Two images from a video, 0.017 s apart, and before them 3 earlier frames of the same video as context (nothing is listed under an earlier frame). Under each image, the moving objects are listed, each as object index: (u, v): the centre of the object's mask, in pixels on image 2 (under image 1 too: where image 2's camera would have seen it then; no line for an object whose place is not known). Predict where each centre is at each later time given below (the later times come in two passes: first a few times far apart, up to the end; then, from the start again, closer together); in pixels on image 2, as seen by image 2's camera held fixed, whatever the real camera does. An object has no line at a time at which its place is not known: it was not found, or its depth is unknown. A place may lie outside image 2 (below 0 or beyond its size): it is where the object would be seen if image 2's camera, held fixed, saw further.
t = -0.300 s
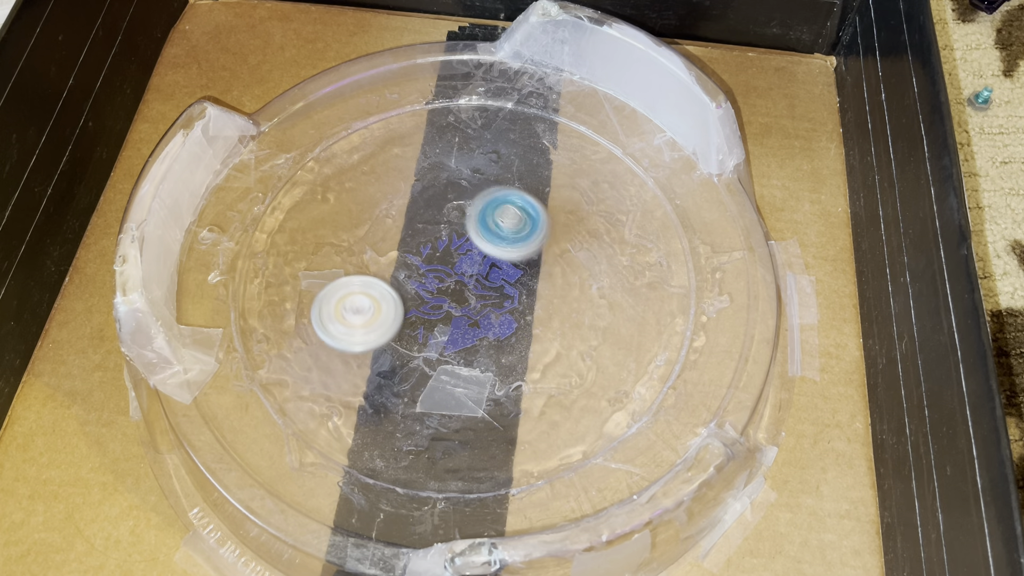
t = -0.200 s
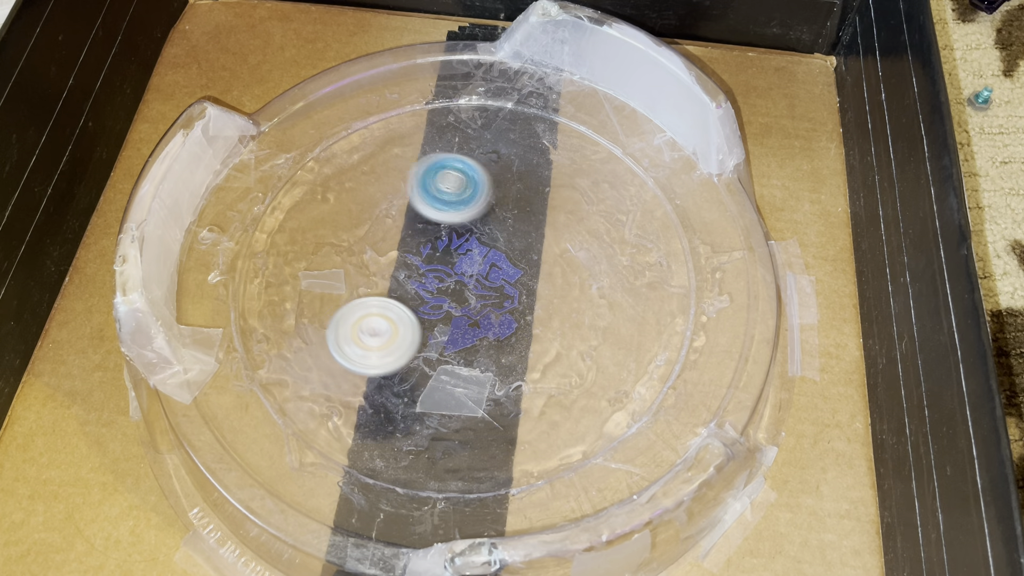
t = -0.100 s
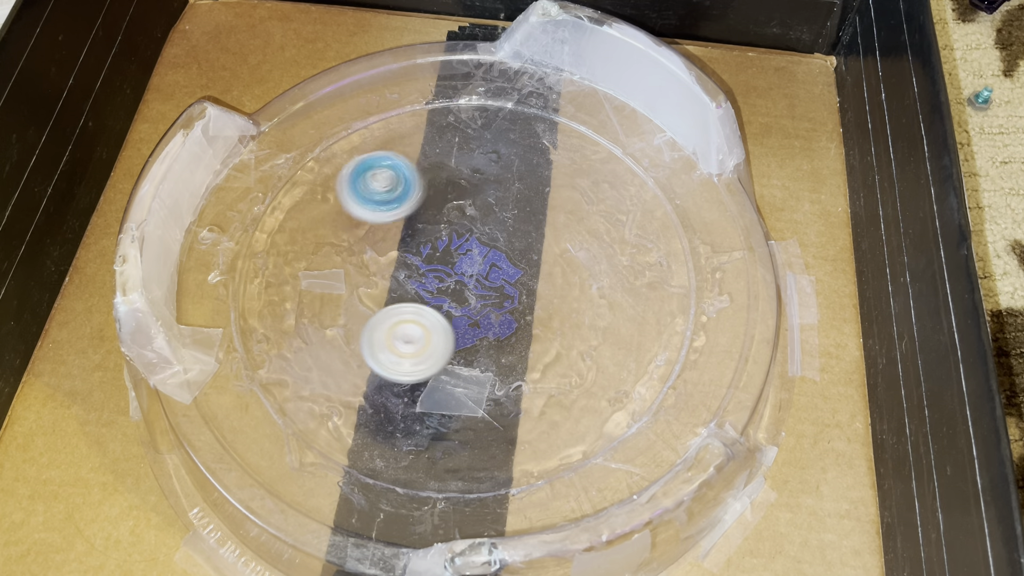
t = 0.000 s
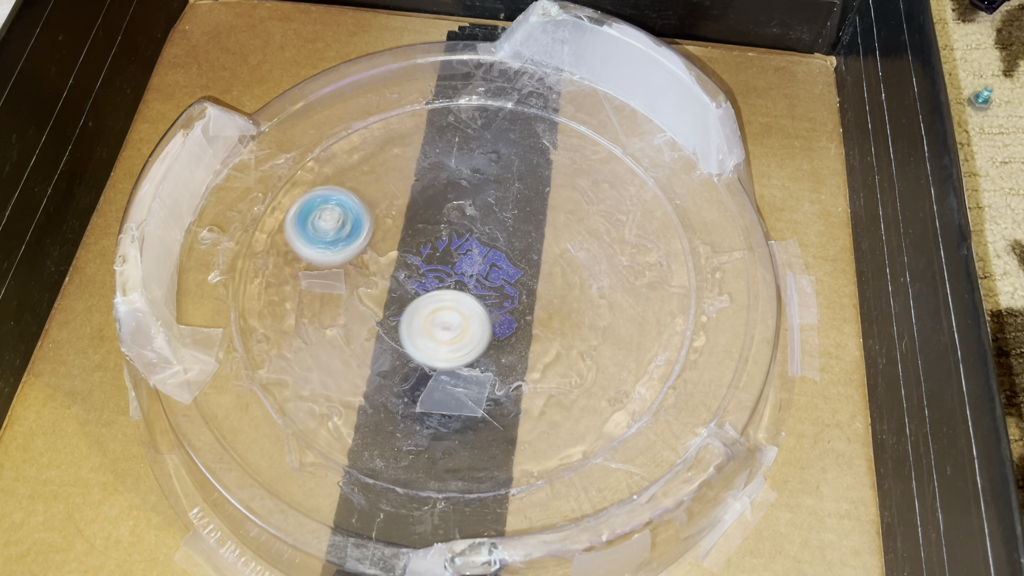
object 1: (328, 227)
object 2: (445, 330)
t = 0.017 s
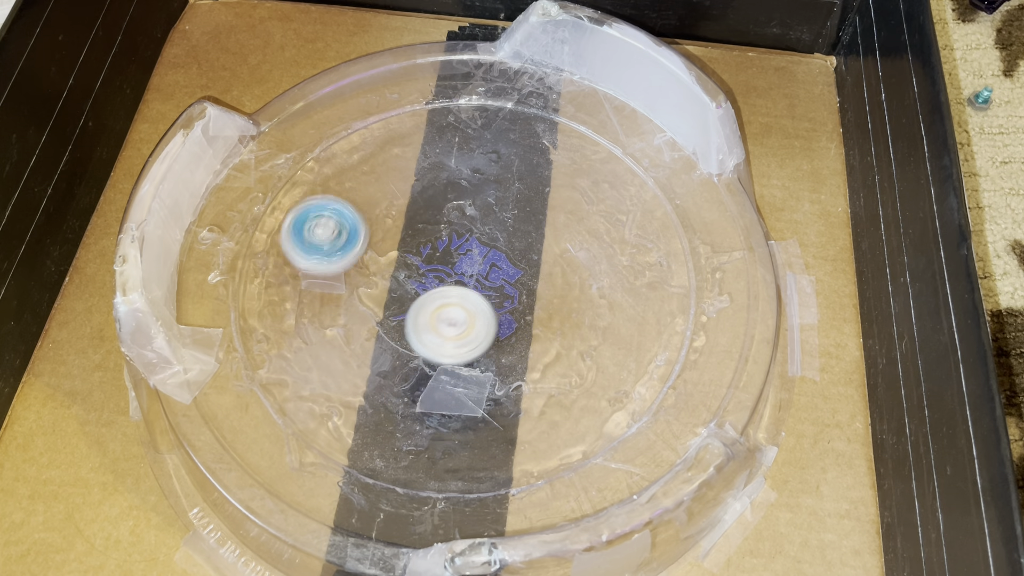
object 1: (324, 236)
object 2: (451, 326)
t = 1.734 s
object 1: (439, 294)
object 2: (514, 220)
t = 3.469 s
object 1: (440, 309)
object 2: (378, 157)
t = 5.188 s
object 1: (549, 253)
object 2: (528, 366)
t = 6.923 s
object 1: (496, 277)
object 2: (441, 326)
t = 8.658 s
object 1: (504, 277)
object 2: (579, 262)
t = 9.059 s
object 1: (516, 255)
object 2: (583, 341)
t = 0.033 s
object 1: (321, 246)
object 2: (456, 322)
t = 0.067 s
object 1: (321, 268)
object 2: (465, 312)
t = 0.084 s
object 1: (323, 278)
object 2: (469, 306)
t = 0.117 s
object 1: (334, 298)
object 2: (476, 295)
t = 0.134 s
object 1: (341, 307)
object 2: (478, 289)
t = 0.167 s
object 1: (362, 324)
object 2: (482, 278)
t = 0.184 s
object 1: (373, 330)
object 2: (483, 272)
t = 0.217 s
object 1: (399, 340)
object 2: (485, 260)
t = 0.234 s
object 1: (412, 342)
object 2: (485, 255)
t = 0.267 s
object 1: (440, 343)
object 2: (483, 244)
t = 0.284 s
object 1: (454, 343)
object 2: (482, 239)
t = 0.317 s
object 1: (481, 336)
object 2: (479, 229)
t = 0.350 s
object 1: (504, 326)
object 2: (475, 219)
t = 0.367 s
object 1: (514, 319)
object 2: (473, 215)
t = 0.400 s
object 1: (533, 304)
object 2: (468, 207)
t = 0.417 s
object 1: (541, 295)
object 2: (465, 204)
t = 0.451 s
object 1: (553, 276)
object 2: (459, 197)
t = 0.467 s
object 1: (557, 266)
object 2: (455, 195)
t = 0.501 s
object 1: (563, 246)
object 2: (448, 190)
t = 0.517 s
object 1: (564, 236)
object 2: (445, 188)
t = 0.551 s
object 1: (560, 216)
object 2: (437, 186)
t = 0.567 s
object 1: (557, 207)
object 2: (434, 186)
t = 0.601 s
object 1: (547, 190)
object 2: (426, 186)
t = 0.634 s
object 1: (532, 177)
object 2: (419, 189)
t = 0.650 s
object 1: (523, 172)
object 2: (416, 190)
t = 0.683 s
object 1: (505, 165)
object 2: (411, 195)
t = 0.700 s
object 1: (494, 163)
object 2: (409, 198)
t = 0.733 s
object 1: (473, 164)
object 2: (406, 205)
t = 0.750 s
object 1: (464, 165)
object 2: (405, 209)
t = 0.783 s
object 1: (447, 170)
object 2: (405, 217)
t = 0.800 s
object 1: (439, 174)
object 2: (405, 222)
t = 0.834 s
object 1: (426, 181)
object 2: (393, 250)
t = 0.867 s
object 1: (419, 188)
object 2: (382, 281)
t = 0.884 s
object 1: (415, 193)
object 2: (378, 294)
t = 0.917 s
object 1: (408, 208)
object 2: (375, 320)
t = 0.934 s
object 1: (407, 217)
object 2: (376, 331)
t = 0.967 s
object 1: (410, 236)
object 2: (383, 350)
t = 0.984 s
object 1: (413, 245)
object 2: (388, 358)
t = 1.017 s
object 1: (423, 261)
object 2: (404, 369)
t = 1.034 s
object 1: (431, 268)
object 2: (414, 373)
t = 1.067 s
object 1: (447, 281)
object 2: (435, 379)
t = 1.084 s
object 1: (456, 287)
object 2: (447, 382)
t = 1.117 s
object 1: (475, 294)
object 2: (471, 385)
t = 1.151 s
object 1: (495, 297)
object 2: (494, 385)
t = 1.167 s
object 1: (505, 297)
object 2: (506, 384)
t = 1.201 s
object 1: (525, 295)
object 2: (527, 379)
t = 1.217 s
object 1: (535, 293)
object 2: (537, 375)
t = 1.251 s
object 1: (553, 286)
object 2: (554, 368)
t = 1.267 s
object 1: (561, 281)
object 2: (561, 364)
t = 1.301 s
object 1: (574, 268)
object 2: (574, 354)
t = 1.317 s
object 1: (579, 261)
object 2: (580, 349)
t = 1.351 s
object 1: (585, 246)
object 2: (589, 337)
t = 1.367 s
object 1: (585, 238)
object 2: (593, 331)
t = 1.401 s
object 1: (580, 223)
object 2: (598, 318)
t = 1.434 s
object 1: (567, 211)
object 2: (600, 305)
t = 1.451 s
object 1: (560, 207)
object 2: (601, 298)
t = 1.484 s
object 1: (541, 203)
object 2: (599, 285)
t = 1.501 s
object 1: (532, 204)
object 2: (596, 278)
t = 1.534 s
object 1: (512, 208)
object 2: (590, 266)
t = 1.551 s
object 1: (504, 211)
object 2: (586, 260)
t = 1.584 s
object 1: (486, 221)
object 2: (576, 249)
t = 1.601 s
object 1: (478, 227)
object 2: (570, 244)
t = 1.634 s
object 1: (464, 241)
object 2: (557, 236)
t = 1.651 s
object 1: (457, 250)
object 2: (550, 232)
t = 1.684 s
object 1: (447, 267)
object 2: (536, 227)
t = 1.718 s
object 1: (440, 285)
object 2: (521, 222)
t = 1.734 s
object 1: (439, 294)
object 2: (514, 220)
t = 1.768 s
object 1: (438, 312)
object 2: (499, 218)
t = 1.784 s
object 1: (438, 322)
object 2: (491, 218)
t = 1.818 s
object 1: (443, 338)
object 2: (476, 218)
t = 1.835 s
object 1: (446, 346)
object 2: (468, 218)
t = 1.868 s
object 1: (457, 361)
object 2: (454, 220)
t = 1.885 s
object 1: (464, 367)
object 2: (447, 221)
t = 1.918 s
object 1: (479, 377)
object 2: (434, 224)
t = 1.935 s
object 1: (488, 380)
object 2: (427, 226)
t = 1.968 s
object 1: (507, 382)
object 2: (415, 230)
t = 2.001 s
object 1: (527, 379)
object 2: (403, 235)
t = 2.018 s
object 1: (536, 375)
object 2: (398, 238)
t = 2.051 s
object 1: (551, 363)
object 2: (388, 245)
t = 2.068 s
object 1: (556, 356)
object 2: (383, 248)
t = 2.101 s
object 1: (561, 338)
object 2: (374, 255)
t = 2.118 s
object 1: (561, 329)
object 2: (371, 259)
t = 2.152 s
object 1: (556, 312)
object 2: (364, 267)
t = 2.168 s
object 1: (552, 304)
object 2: (362, 271)
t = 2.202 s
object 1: (540, 290)
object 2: (358, 280)
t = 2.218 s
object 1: (532, 283)
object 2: (357, 284)
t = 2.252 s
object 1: (516, 273)
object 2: (356, 293)
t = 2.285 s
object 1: (497, 265)
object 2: (358, 301)
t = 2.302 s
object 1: (488, 262)
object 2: (360, 305)
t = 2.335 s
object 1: (467, 257)
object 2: (366, 313)
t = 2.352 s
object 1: (457, 256)
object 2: (369, 316)
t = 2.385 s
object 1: (436, 256)
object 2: (378, 322)
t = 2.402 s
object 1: (425, 256)
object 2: (383, 325)
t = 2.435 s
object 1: (406, 258)
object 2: (394, 328)
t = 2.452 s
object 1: (396, 260)
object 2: (400, 329)
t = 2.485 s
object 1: (377, 268)
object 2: (412, 329)
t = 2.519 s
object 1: (361, 279)
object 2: (425, 328)
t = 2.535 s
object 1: (355, 285)
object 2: (431, 326)
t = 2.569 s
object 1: (344, 298)
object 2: (443, 321)
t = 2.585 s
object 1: (341, 305)
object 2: (449, 319)
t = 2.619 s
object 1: (339, 321)
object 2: (460, 312)
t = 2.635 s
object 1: (340, 329)
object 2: (465, 308)
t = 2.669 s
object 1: (348, 344)
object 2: (473, 300)
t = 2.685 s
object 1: (355, 351)
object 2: (477, 295)
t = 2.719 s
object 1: (371, 360)
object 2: (484, 286)
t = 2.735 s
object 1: (381, 364)
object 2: (487, 281)
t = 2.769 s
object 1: (402, 365)
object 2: (491, 271)
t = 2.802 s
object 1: (424, 361)
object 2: (494, 261)
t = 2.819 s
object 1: (433, 357)
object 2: (495, 256)
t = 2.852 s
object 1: (453, 347)
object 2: (496, 246)
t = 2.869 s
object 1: (461, 340)
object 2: (496, 242)
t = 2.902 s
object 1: (474, 326)
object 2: (495, 233)
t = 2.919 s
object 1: (480, 317)
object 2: (494, 228)
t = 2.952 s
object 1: (488, 300)
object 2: (491, 220)
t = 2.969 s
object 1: (491, 291)
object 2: (490, 216)
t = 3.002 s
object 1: (494, 276)
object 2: (486, 208)
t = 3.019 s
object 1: (494, 273)
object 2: (485, 195)
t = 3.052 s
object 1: (493, 273)
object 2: (483, 164)
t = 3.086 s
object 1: (490, 266)
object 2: (480, 140)
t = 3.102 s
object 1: (488, 262)
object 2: (477, 131)
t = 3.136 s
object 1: (480, 253)
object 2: (471, 119)
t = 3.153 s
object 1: (474, 250)
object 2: (467, 115)
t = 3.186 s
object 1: (463, 245)
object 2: (456, 111)
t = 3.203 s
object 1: (456, 244)
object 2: (451, 110)
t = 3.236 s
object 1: (443, 245)
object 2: (439, 109)
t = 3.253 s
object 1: (437, 247)
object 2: (434, 109)
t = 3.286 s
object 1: (427, 253)
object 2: (422, 111)
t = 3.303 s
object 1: (422, 258)
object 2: (417, 113)
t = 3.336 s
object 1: (416, 269)
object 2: (407, 117)
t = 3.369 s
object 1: (415, 280)
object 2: (398, 123)
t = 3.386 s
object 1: (417, 286)
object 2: (393, 127)
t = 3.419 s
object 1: (423, 297)
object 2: (386, 137)
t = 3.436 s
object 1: (428, 302)
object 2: (383, 143)
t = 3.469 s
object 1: (440, 309)
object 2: (378, 157)
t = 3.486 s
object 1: (446, 311)
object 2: (376, 164)
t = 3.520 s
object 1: (461, 312)
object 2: (375, 180)
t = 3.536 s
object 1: (469, 311)
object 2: (375, 189)
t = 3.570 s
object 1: (483, 307)
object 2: (378, 205)
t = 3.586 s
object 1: (489, 303)
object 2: (380, 213)
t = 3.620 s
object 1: (499, 294)
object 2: (386, 230)
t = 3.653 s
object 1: (505, 282)
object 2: (395, 245)
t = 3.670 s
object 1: (507, 276)
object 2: (399, 252)
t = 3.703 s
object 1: (507, 264)
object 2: (410, 265)
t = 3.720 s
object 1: (505, 258)
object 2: (415, 270)
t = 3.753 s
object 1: (499, 248)
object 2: (426, 281)
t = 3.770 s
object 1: (495, 242)
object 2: (432, 285)
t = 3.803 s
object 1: (483, 235)
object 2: (443, 294)
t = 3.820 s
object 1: (475, 233)
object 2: (449, 297)
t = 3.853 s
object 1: (460, 233)
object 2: (461, 304)
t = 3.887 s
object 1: (446, 238)
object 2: (473, 310)
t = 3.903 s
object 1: (441, 241)
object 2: (479, 312)
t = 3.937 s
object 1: (429, 249)
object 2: (491, 316)
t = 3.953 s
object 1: (425, 254)
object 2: (497, 318)
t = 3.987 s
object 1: (419, 267)
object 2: (509, 321)
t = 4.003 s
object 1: (418, 273)
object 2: (515, 322)
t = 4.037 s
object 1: (419, 287)
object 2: (526, 323)
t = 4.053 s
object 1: (421, 293)
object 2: (532, 324)
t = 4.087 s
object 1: (428, 304)
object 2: (543, 323)
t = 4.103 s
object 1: (433, 310)
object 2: (548, 323)
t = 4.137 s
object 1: (443, 318)
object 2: (559, 322)
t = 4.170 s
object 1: (456, 323)
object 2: (568, 319)
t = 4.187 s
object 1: (463, 324)
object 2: (572, 318)
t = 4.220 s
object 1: (479, 324)
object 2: (579, 314)
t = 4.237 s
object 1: (486, 323)
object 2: (582, 312)
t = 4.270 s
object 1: (499, 317)
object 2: (587, 307)
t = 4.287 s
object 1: (505, 313)
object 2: (589, 305)
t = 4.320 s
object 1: (513, 304)
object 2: (590, 299)
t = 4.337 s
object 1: (515, 297)
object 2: (590, 296)
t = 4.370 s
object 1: (518, 284)
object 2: (588, 290)
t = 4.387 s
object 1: (518, 277)
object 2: (586, 287)
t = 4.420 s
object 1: (515, 263)
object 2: (580, 281)
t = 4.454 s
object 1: (509, 252)
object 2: (571, 276)
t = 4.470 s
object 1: (505, 247)
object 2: (567, 274)
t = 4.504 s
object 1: (494, 239)
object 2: (555, 270)
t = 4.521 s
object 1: (488, 237)
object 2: (549, 269)
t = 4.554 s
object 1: (473, 234)
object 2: (536, 267)
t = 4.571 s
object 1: (466, 234)
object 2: (529, 266)
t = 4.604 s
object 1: (451, 236)
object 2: (515, 266)
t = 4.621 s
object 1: (443, 237)
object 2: (508, 266)
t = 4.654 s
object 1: (429, 243)
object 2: (495, 267)
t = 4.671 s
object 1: (423, 247)
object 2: (491, 269)
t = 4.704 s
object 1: (412, 257)
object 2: (482, 276)
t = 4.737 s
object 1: (405, 268)
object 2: (477, 282)
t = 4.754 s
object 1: (404, 275)
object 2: (475, 289)
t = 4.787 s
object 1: (407, 285)
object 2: (472, 300)
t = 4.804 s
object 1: (410, 288)
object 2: (471, 309)
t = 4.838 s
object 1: (419, 293)
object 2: (470, 327)
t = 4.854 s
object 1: (426, 295)
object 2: (471, 335)
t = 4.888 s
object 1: (444, 298)
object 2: (471, 347)
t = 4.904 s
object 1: (453, 298)
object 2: (472, 351)
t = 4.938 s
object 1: (473, 300)
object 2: (476, 357)
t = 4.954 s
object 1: (483, 300)
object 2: (480, 359)
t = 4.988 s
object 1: (499, 301)
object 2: (486, 364)
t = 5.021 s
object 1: (513, 299)
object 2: (494, 367)
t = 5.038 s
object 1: (519, 298)
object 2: (498, 369)
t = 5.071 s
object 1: (531, 292)
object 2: (506, 370)
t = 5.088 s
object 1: (536, 287)
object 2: (509, 371)
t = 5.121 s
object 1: (544, 277)
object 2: (517, 371)
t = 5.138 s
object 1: (547, 271)
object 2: (520, 370)
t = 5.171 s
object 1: (549, 259)
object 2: (526, 367)
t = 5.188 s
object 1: (549, 253)
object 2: (528, 366)
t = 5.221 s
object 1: (545, 242)
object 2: (532, 361)
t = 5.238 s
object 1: (541, 237)
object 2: (534, 358)
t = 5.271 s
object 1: (531, 230)
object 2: (534, 351)
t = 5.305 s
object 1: (519, 225)
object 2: (533, 342)
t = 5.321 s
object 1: (512, 224)
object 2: (532, 338)
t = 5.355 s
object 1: (498, 224)
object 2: (528, 329)
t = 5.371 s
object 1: (491, 225)
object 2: (526, 324)
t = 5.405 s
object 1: (477, 230)
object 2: (519, 315)
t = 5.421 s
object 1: (470, 233)
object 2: (515, 311)
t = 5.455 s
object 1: (457, 241)
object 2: (506, 302)
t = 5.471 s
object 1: (451, 244)
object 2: (502, 298)
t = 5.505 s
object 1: (437, 253)
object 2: (492, 290)
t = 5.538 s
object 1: (429, 259)
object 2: (487, 288)
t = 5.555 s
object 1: (425, 264)
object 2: (485, 291)
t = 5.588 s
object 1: (424, 272)
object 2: (481, 295)
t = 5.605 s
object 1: (425, 276)
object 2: (481, 297)
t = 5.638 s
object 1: (432, 282)
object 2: (489, 314)
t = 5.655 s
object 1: (438, 284)
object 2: (492, 324)
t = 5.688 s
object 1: (451, 287)
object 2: (492, 337)
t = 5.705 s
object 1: (458, 288)
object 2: (492, 343)
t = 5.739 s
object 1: (472, 289)
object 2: (494, 350)
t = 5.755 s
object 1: (480, 289)
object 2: (496, 352)
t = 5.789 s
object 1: (494, 288)
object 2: (501, 355)
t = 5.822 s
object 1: (506, 286)
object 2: (507, 357)
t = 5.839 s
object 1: (511, 285)
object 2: (509, 357)
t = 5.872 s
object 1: (522, 280)
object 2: (515, 356)
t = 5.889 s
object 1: (526, 277)
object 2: (517, 356)
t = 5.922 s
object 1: (533, 269)
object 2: (522, 353)
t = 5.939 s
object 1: (535, 265)
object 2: (523, 351)
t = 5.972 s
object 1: (538, 256)
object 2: (525, 346)
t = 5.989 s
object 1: (537, 252)
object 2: (525, 343)
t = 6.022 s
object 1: (534, 244)
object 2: (524, 336)
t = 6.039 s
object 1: (531, 241)
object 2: (523, 333)
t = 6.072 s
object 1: (522, 236)
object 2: (520, 326)
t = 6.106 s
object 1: (512, 234)
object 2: (515, 318)
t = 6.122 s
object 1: (507, 234)
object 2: (511, 314)
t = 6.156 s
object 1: (496, 236)
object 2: (505, 306)
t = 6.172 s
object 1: (491, 238)
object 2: (501, 303)
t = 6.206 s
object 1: (479, 239)
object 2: (491, 297)
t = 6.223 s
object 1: (477, 238)
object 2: (485, 299)
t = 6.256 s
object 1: (475, 242)
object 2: (469, 314)
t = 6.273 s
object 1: (474, 246)
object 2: (462, 324)
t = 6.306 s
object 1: (471, 249)
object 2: (443, 346)
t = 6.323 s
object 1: (470, 251)
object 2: (433, 354)
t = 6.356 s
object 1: (469, 255)
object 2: (417, 368)
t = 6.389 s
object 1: (468, 260)
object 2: (405, 377)
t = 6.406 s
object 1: (468, 263)
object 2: (402, 380)
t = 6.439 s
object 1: (468, 269)
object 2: (399, 384)
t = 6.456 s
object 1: (468, 272)
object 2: (399, 387)
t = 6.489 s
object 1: (470, 278)
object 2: (400, 390)
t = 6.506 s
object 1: (472, 280)
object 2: (402, 392)
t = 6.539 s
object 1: (476, 286)
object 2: (405, 394)
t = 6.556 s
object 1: (478, 288)
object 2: (407, 395)
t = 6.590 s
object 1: (484, 292)
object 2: (411, 397)
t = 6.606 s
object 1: (487, 293)
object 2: (413, 397)
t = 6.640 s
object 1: (492, 295)
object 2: (417, 397)
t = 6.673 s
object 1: (497, 295)
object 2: (421, 395)
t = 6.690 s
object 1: (499, 295)
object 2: (423, 393)
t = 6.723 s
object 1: (503, 294)
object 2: (427, 388)
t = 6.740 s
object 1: (504, 294)
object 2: (429, 385)
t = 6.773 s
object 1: (506, 292)
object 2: (432, 376)
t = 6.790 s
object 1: (507, 290)
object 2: (434, 371)
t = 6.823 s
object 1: (506, 287)
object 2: (437, 361)
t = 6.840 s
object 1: (506, 285)
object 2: (438, 355)
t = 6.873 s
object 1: (503, 282)
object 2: (440, 344)
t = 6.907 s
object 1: (498, 279)
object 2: (441, 332)
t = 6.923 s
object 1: (496, 277)
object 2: (441, 326)
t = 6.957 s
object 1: (493, 274)
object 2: (440, 314)
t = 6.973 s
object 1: (492, 276)
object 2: (436, 302)
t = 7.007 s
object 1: (484, 288)
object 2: (413, 290)
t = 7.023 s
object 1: (479, 290)
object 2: (398, 288)
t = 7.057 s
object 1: (474, 297)
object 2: (372, 291)
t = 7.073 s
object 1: (471, 301)
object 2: (360, 287)
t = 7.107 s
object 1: (466, 310)
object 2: (340, 281)
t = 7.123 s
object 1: (464, 314)
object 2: (332, 280)
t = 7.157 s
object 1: (459, 322)
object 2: (323, 275)
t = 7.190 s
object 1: (454, 329)
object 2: (318, 271)
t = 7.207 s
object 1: (451, 333)
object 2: (318, 270)
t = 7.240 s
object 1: (447, 340)
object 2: (316, 269)
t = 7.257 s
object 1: (445, 344)
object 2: (316, 269)
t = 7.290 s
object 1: (442, 350)
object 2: (316, 269)
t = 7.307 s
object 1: (440, 354)
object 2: (317, 269)
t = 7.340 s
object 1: (440, 359)
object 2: (319, 269)
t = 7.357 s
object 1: (440, 361)
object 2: (320, 269)
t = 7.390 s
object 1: (442, 363)
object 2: (323, 268)
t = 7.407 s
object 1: (443, 363)
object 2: (325, 267)
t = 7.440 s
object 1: (444, 361)
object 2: (331, 263)
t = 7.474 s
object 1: (446, 358)
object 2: (337, 259)
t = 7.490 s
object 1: (447, 356)
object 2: (340, 256)
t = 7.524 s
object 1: (447, 349)
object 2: (348, 251)
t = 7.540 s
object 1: (448, 346)
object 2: (351, 248)
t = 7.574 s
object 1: (447, 338)
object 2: (359, 243)
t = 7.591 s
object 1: (447, 333)
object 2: (364, 241)
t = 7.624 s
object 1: (446, 325)
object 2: (373, 236)
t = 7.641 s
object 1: (445, 321)
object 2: (377, 233)
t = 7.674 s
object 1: (444, 312)
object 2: (387, 228)
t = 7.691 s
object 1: (442, 308)
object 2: (392, 226)
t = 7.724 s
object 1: (441, 299)
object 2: (401, 221)
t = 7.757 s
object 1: (440, 291)
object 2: (411, 217)
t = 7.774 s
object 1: (439, 287)
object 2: (416, 213)
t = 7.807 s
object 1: (438, 279)
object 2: (424, 203)
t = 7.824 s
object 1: (437, 275)
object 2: (429, 199)
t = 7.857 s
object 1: (436, 267)
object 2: (438, 192)
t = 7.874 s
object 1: (435, 264)
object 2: (442, 188)
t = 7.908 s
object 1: (433, 256)
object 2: (449, 183)
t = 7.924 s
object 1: (432, 253)
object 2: (453, 181)
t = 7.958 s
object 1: (430, 245)
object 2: (460, 177)
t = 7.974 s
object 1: (429, 241)
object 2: (464, 175)
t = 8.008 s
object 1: (427, 235)
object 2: (471, 173)
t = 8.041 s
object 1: (425, 229)
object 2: (478, 171)
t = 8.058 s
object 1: (424, 227)
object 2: (481, 170)
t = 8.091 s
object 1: (421, 223)
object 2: (489, 169)
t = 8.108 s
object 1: (420, 222)
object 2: (493, 169)
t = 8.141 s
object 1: (419, 221)
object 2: (500, 169)
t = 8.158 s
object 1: (418, 221)
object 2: (504, 169)
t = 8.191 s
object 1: (417, 223)
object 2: (511, 170)
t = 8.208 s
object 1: (417, 224)
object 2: (514, 171)
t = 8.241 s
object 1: (419, 229)
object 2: (521, 174)
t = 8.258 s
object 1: (421, 232)
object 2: (525, 175)
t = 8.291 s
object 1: (426, 237)
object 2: (531, 179)
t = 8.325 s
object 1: (433, 242)
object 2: (537, 184)
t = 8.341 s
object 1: (436, 244)
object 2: (540, 186)
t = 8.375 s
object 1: (443, 249)
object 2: (546, 192)
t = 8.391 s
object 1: (447, 251)
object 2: (548, 195)
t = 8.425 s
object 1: (454, 255)
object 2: (553, 202)
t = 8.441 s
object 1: (458, 257)
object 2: (555, 205)
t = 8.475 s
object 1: (466, 261)
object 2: (558, 213)
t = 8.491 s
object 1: (469, 263)
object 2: (560, 217)
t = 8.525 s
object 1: (477, 267)
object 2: (562, 224)
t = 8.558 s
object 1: (484, 271)
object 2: (564, 233)
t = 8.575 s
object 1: (488, 273)
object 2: (565, 237)
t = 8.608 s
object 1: (494, 277)
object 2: (567, 245)
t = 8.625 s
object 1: (498, 277)
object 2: (570, 250)
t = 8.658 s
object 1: (504, 277)
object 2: (579, 262)
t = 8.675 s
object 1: (508, 276)
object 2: (584, 268)
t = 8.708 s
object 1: (516, 273)
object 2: (591, 278)
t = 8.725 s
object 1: (519, 272)
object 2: (594, 282)
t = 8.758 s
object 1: (527, 269)
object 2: (599, 289)
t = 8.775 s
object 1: (530, 267)
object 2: (601, 292)
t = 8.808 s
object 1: (537, 264)
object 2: (604, 298)
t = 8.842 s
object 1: (542, 261)
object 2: (605, 304)
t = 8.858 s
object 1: (544, 259)
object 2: (606, 307)
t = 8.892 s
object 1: (545, 256)
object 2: (606, 312)
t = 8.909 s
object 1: (544, 254)
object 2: (605, 315)
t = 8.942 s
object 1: (540, 251)
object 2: (603, 321)
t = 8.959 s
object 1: (537, 251)
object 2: (601, 324)
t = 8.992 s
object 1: (531, 251)
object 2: (596, 330)
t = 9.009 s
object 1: (527, 251)
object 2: (593, 333)
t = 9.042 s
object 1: (520, 253)
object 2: (587, 339)
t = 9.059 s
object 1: (516, 255)
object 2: (583, 341)
